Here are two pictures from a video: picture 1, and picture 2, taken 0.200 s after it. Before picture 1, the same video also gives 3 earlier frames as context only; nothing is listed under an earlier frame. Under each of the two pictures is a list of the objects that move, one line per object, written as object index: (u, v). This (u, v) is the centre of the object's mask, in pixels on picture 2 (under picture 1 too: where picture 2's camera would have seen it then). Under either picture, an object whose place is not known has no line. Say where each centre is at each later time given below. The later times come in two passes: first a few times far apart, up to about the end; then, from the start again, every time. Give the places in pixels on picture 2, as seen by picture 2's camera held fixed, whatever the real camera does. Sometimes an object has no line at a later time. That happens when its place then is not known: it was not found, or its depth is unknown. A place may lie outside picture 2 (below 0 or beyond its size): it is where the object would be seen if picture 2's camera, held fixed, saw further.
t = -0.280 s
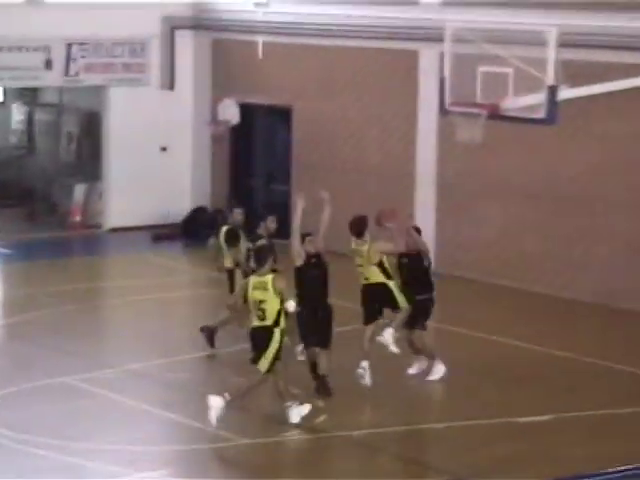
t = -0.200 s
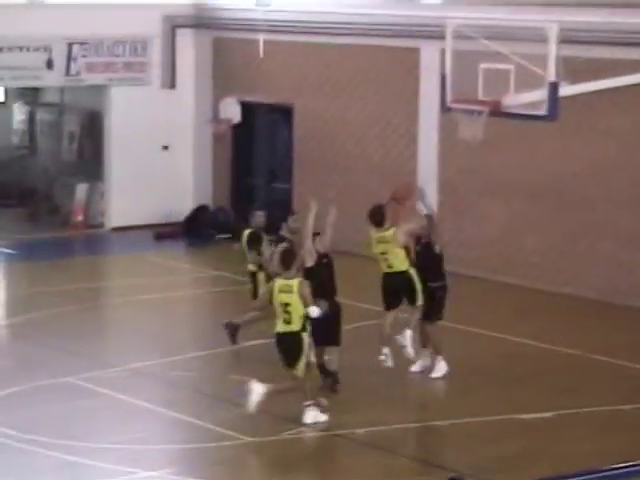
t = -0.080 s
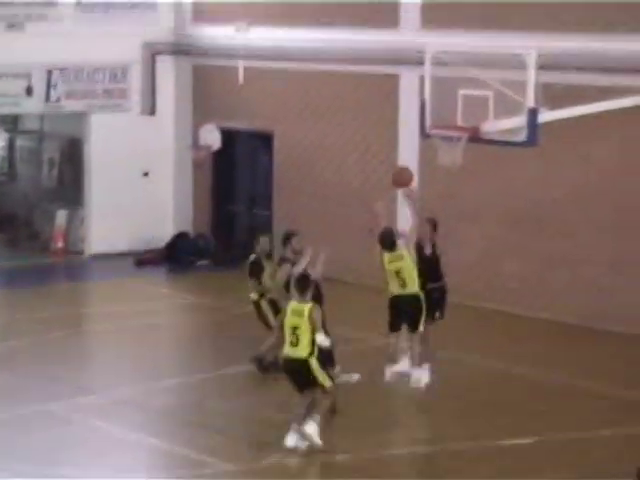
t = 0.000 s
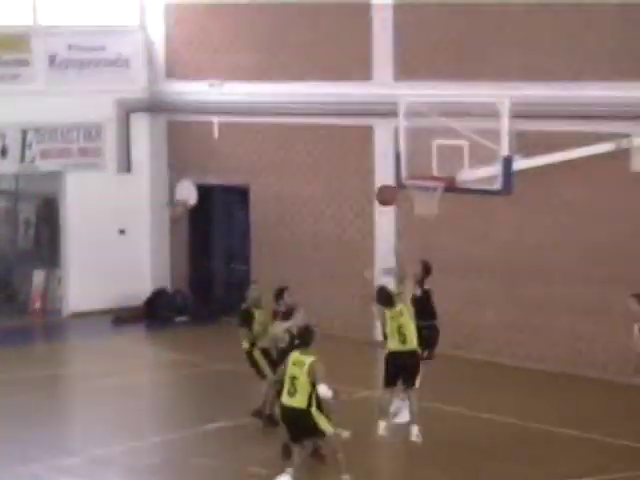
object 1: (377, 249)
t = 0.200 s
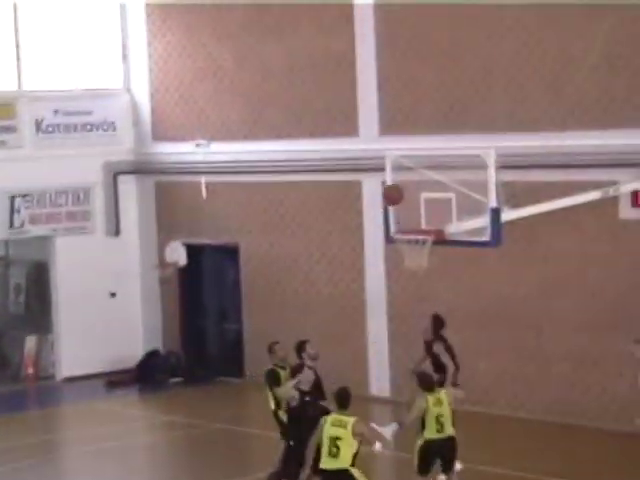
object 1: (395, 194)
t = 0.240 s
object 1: (399, 188)
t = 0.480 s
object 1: (419, 180)
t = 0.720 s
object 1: (404, 218)
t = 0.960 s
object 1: (410, 224)
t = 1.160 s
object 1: (423, 260)
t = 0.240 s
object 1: (399, 188)
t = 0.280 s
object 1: (403, 183)
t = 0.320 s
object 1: (406, 180)
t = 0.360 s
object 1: (408, 178)
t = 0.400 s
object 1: (412, 177)
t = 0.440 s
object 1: (415, 178)
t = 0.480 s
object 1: (419, 180)
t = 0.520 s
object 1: (422, 182)
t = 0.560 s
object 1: (426, 187)
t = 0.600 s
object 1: (422, 192)
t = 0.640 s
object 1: (416, 200)
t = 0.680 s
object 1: (410, 207)
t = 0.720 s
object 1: (404, 218)
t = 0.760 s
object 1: (402, 222)
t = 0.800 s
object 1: (403, 220)
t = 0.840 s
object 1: (404, 220)
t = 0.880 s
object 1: (407, 220)
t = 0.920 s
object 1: (408, 221)
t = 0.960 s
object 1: (410, 224)
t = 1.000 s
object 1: (411, 227)
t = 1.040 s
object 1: (415, 235)
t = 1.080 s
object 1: (417, 242)
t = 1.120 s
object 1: (420, 249)
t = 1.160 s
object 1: (423, 260)
